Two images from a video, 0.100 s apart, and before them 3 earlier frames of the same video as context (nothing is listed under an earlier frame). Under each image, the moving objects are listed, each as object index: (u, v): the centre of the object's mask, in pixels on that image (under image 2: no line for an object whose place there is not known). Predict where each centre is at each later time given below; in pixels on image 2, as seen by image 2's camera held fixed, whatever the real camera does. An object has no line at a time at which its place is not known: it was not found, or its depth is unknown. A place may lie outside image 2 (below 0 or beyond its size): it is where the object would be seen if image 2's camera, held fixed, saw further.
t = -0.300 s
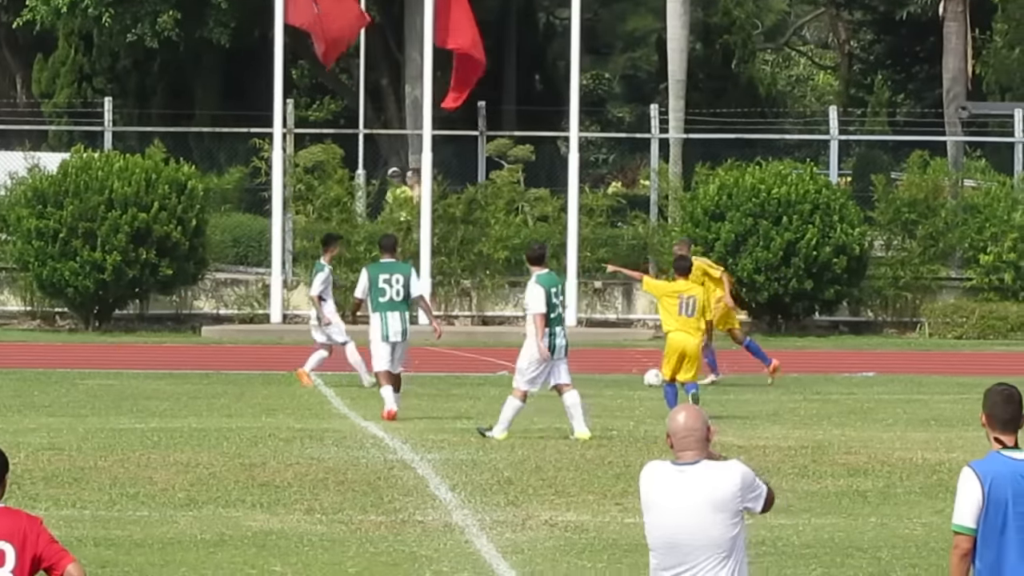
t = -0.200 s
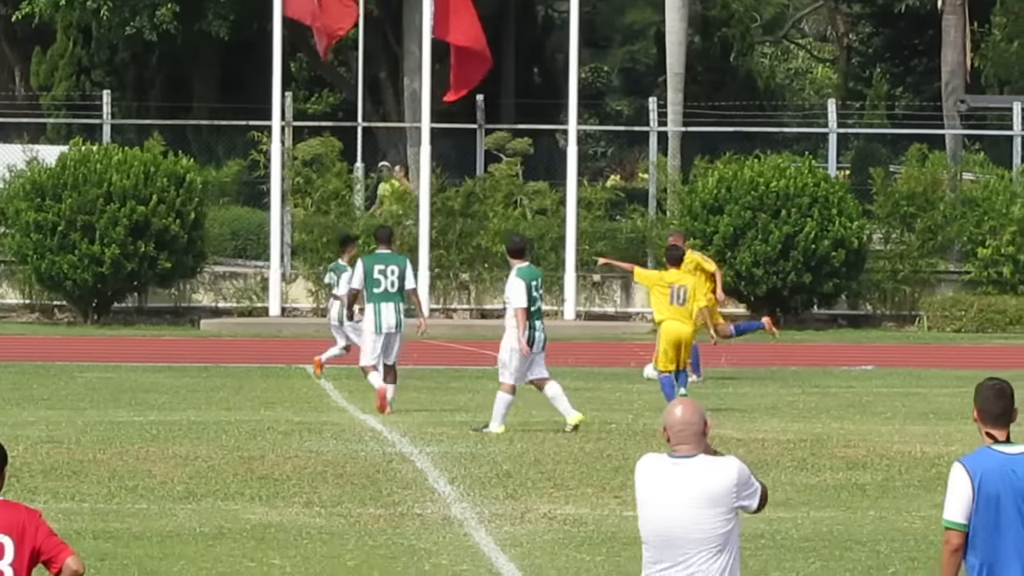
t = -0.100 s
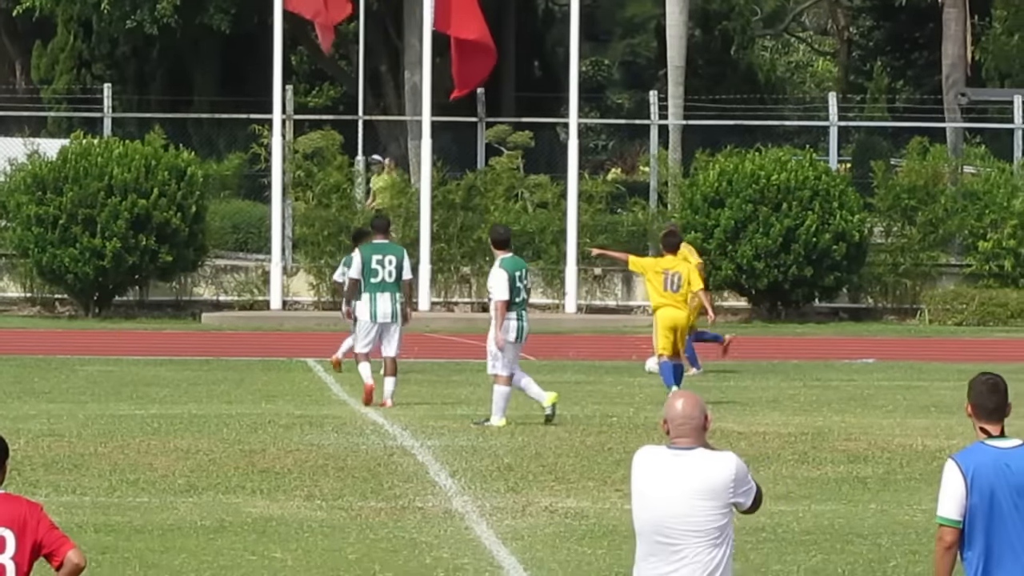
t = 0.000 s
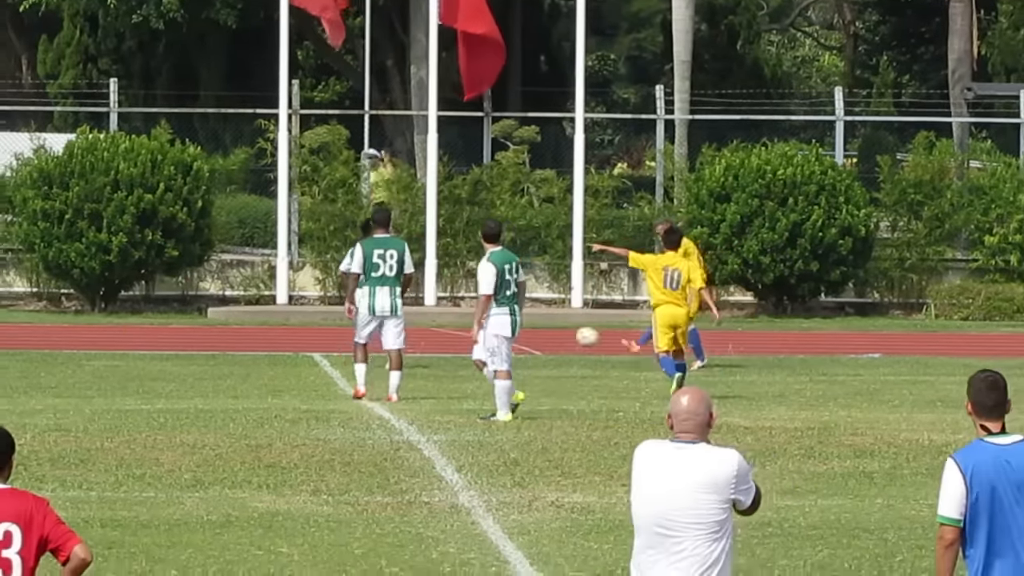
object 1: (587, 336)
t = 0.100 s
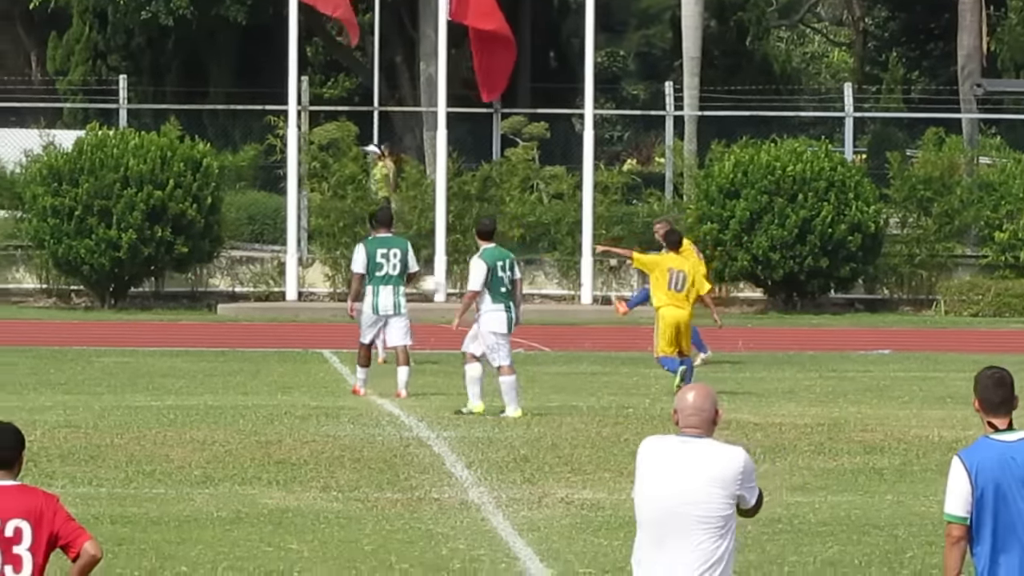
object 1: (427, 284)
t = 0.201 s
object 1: (271, 245)
